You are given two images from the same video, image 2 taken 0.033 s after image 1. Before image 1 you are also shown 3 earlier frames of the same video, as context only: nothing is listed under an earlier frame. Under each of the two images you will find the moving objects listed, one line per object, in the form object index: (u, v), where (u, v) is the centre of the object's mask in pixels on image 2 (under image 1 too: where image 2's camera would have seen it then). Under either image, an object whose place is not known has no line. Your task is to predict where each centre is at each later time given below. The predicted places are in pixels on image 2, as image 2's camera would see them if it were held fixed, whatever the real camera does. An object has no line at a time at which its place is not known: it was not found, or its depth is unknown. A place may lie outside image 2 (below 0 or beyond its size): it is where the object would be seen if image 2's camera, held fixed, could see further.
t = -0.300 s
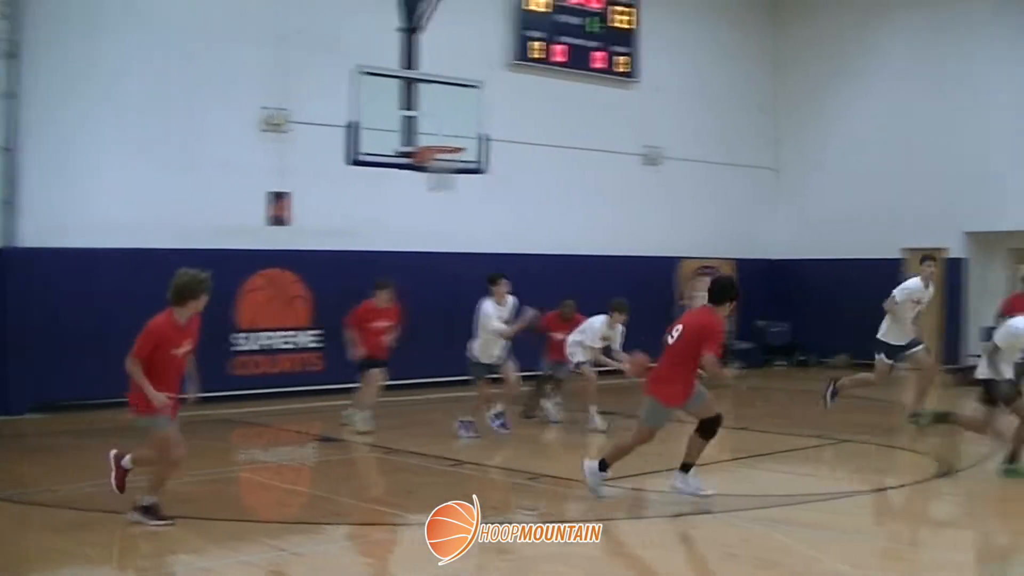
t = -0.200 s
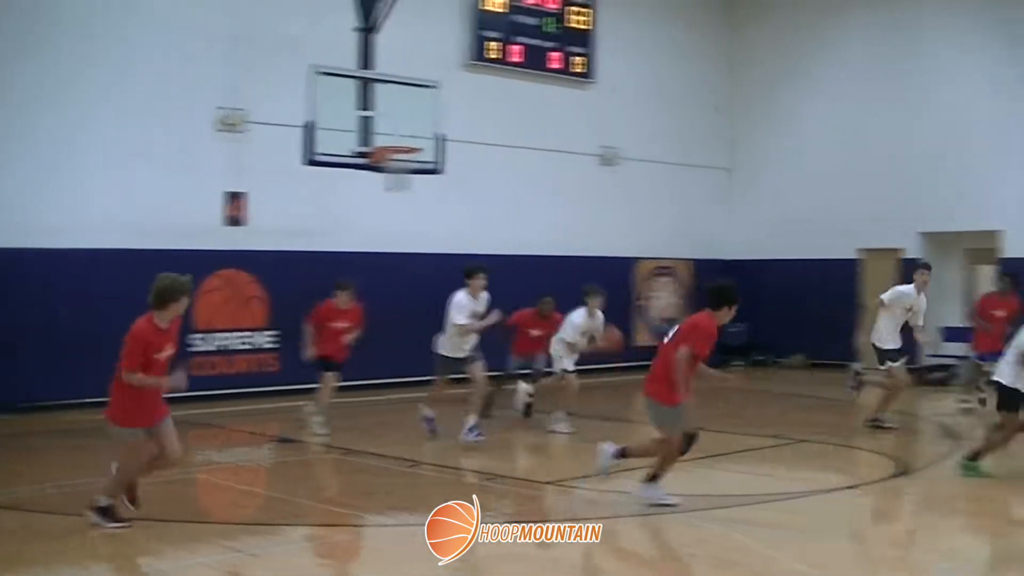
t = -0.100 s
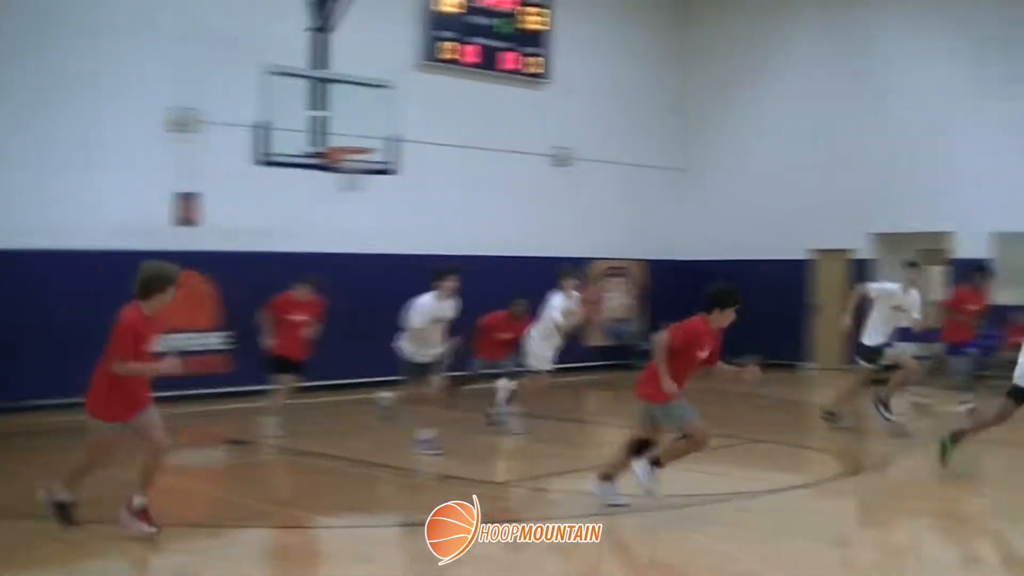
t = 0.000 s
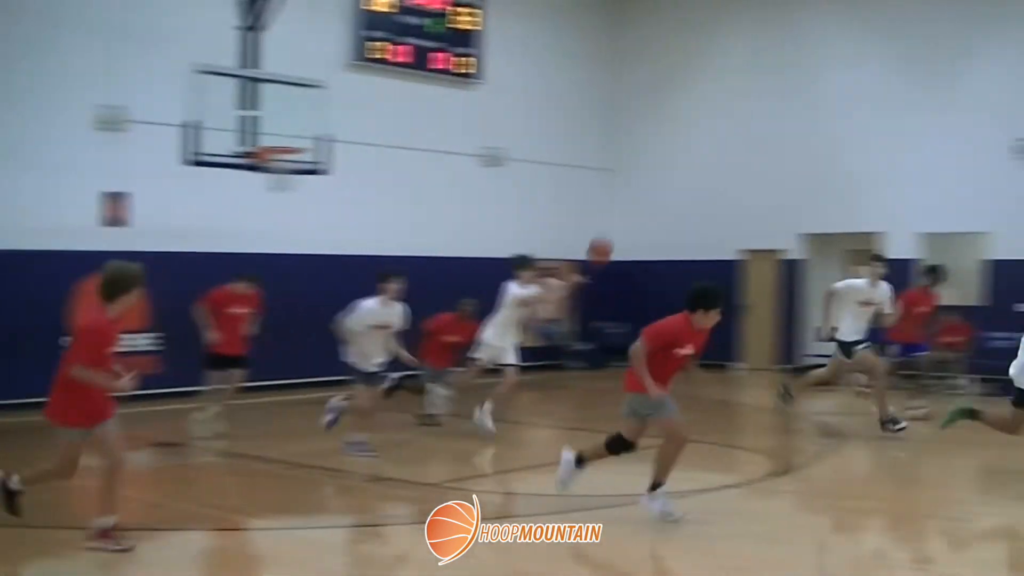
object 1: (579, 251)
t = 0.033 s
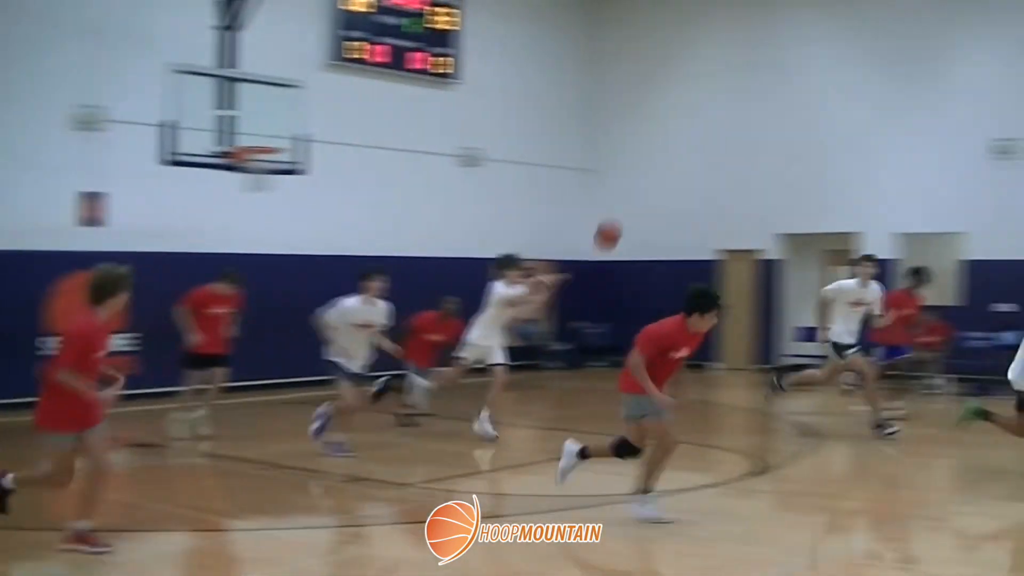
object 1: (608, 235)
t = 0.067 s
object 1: (638, 219)
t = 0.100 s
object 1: (670, 204)
